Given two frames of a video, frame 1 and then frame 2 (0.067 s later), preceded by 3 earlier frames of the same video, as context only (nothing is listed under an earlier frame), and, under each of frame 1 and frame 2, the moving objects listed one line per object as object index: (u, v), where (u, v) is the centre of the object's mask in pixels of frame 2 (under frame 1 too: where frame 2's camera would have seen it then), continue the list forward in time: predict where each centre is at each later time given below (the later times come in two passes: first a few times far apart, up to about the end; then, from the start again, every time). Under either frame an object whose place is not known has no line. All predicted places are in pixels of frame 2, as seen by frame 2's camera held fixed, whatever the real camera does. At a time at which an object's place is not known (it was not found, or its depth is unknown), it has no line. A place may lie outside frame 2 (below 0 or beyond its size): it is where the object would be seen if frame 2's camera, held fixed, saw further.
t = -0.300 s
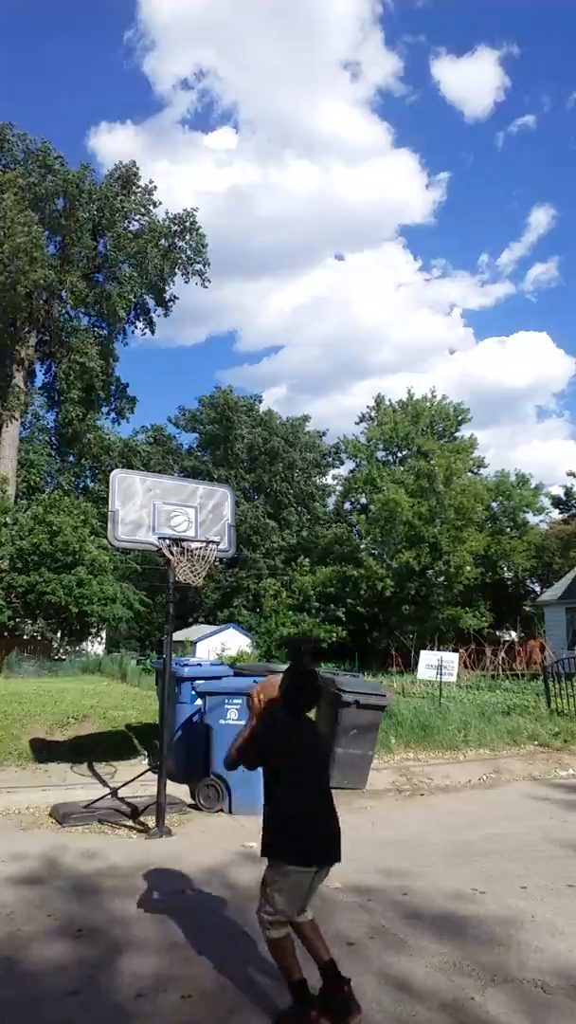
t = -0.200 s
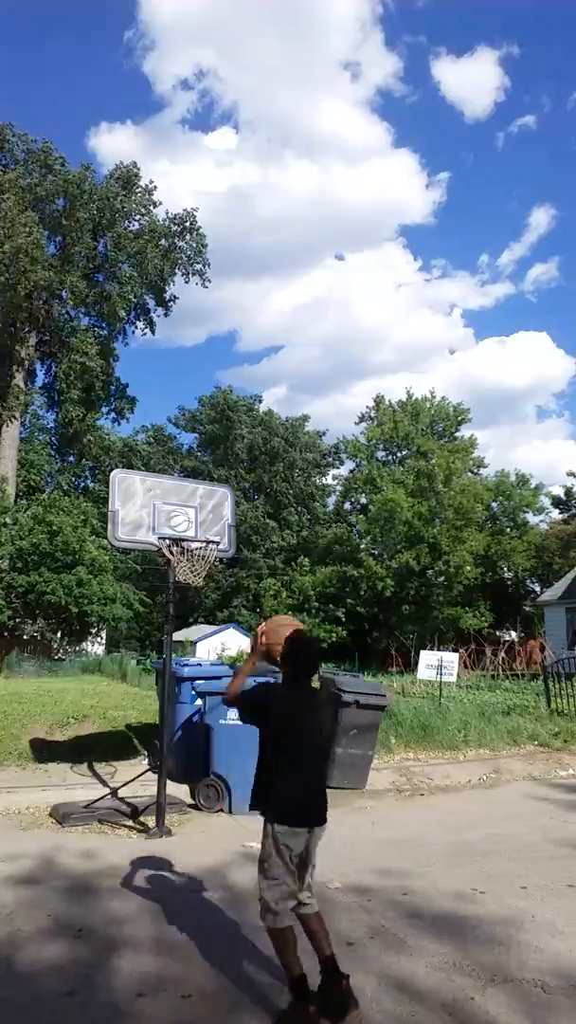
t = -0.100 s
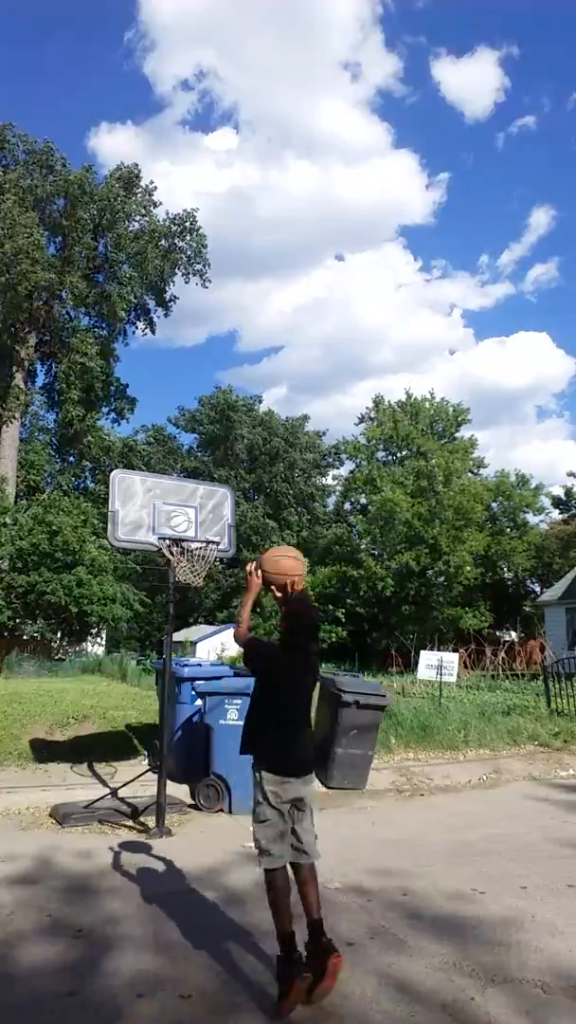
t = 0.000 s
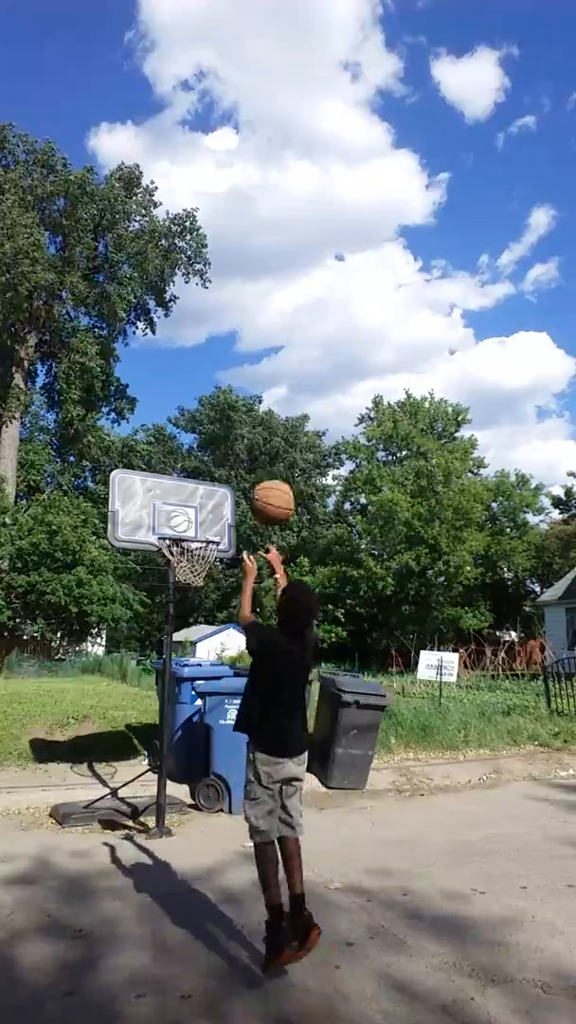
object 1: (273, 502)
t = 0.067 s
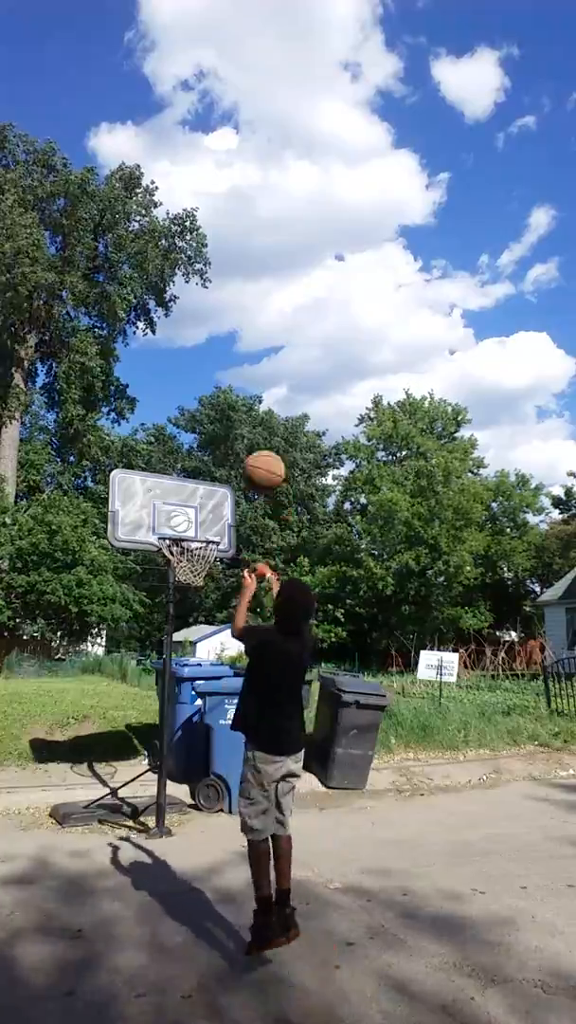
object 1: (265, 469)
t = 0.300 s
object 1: (240, 433)
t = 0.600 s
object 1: (211, 496)
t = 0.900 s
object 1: (183, 566)
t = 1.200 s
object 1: (175, 643)
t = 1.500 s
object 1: (160, 829)
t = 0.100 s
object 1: (261, 459)
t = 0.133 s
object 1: (257, 449)
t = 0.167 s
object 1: (253, 441)
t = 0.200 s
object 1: (250, 436)
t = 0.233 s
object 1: (246, 434)
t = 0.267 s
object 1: (243, 432)
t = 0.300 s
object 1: (240, 433)
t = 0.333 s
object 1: (236, 433)
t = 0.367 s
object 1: (233, 436)
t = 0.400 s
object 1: (230, 441)
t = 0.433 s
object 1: (226, 446)
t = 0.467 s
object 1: (223, 454)
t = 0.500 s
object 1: (220, 462)
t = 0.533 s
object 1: (217, 473)
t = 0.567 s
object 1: (214, 484)
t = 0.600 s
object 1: (211, 496)
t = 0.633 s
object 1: (208, 510)
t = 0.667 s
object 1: (204, 523)
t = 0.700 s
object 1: (201, 532)
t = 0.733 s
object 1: (197, 544)
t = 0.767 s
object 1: (193, 550)
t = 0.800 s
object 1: (190, 562)
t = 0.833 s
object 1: (184, 566)
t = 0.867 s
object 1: (185, 567)
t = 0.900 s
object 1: (183, 566)
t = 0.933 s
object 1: (183, 569)
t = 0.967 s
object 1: (182, 574)
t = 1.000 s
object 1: (182, 582)
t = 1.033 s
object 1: (181, 589)
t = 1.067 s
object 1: (179, 596)
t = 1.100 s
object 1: (179, 605)
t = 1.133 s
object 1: (178, 616)
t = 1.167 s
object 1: (176, 628)
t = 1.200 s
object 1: (175, 643)
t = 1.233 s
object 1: (174, 659)
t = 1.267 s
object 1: (172, 677)
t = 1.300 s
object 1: (170, 697)
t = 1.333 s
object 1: (169, 719)
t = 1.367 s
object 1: (167, 743)
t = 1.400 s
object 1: (165, 769)
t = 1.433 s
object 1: (163, 796)
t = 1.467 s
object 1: (161, 826)
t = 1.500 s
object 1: (160, 829)
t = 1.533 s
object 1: (161, 807)
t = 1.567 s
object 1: (161, 784)
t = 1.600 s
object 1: (161, 763)
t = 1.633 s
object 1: (161, 745)
